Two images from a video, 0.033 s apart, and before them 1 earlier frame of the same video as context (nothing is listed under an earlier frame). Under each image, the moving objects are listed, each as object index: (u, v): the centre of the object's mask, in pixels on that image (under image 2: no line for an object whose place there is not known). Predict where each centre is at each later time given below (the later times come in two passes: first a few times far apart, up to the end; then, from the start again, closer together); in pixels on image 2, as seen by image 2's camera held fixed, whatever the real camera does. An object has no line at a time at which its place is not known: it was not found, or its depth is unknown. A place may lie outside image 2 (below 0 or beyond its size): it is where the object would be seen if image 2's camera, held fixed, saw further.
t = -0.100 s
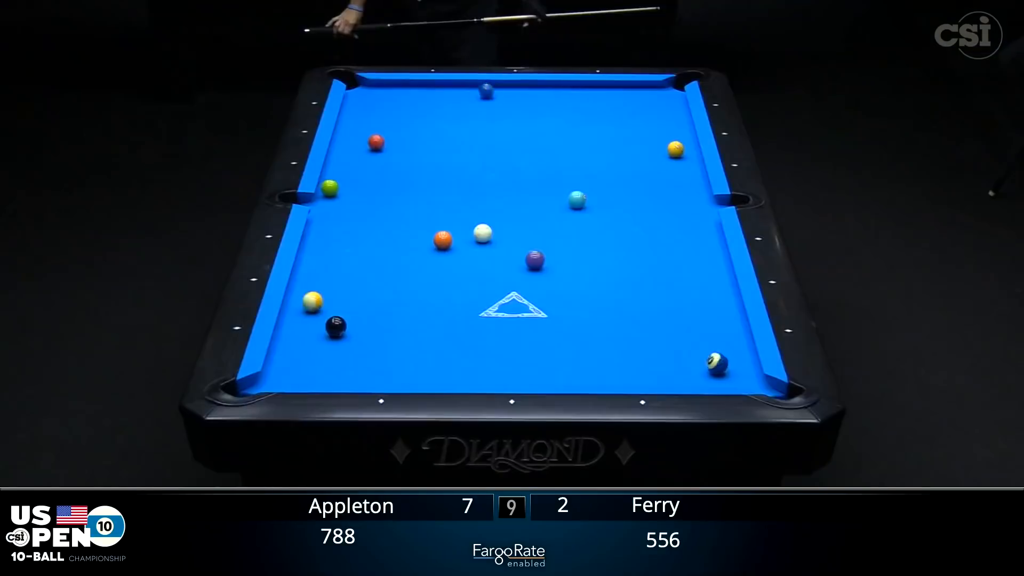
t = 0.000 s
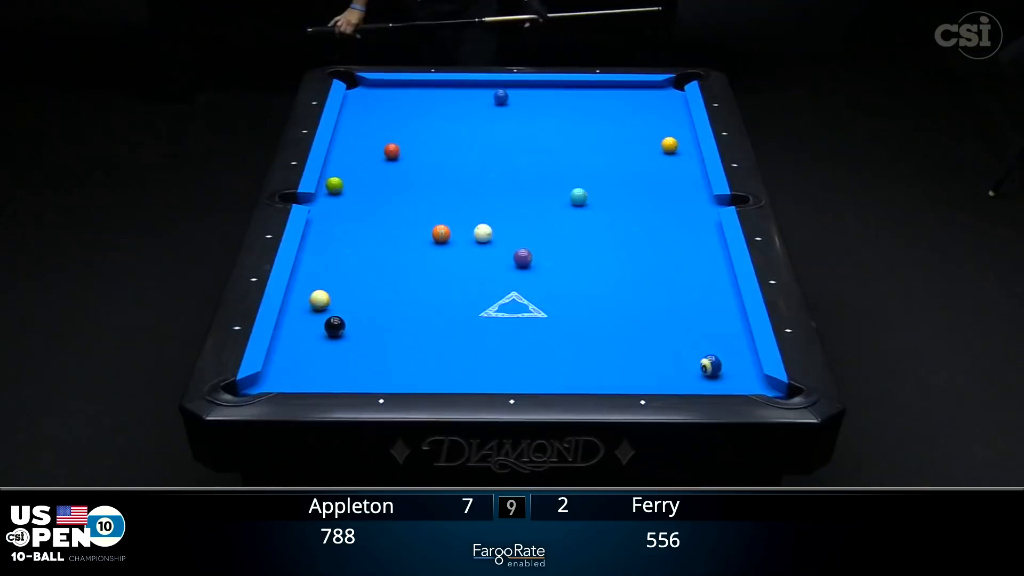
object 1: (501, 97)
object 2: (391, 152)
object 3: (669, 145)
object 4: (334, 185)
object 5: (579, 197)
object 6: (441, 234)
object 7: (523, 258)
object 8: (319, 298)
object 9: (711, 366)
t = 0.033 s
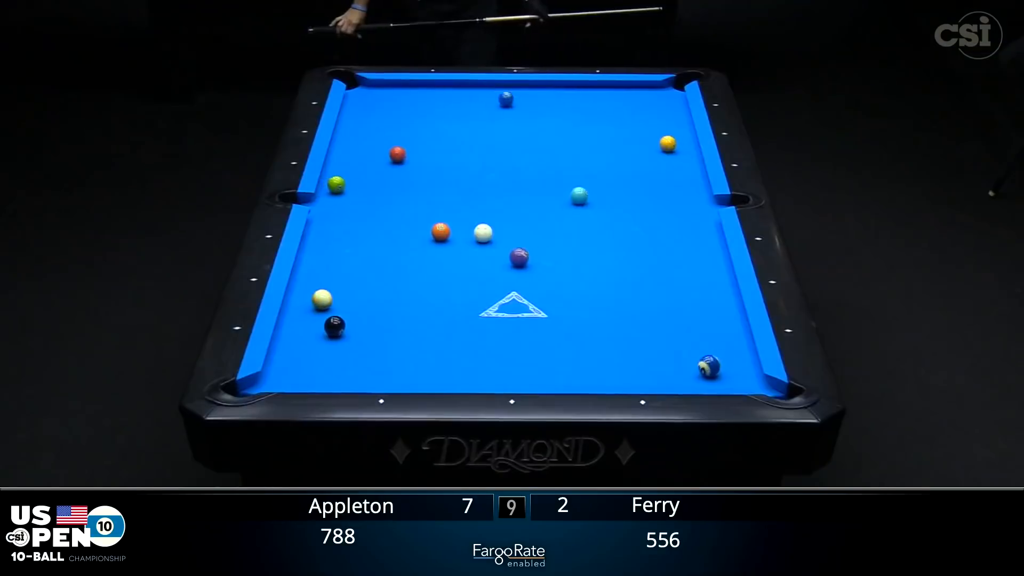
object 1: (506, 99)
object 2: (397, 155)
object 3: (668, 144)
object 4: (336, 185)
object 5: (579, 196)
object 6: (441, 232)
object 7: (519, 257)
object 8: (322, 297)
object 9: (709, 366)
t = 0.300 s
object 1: (545, 116)
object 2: (441, 180)
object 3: (653, 133)
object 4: (348, 178)
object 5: (583, 189)
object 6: (436, 216)
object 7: (488, 251)
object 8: (338, 293)
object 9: (694, 369)
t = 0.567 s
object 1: (586, 132)
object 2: (488, 207)
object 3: (639, 124)
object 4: (358, 172)
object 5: (586, 182)
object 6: (432, 202)
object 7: (459, 246)
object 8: (353, 290)
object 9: (680, 373)
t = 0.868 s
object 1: (632, 151)
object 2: (543, 239)
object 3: (625, 114)
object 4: (369, 166)
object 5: (589, 175)
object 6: (428, 187)
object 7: (429, 241)
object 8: (367, 286)
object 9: (667, 375)
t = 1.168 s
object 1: (681, 171)
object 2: (602, 273)
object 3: (612, 105)
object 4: (378, 161)
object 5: (592, 169)
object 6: (424, 173)
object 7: (402, 237)
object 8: (379, 283)
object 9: (655, 377)
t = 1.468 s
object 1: (687, 188)
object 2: (664, 309)
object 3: (601, 97)
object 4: (387, 157)
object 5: (594, 164)
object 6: (421, 161)
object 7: (376, 233)
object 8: (389, 281)
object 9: (647, 379)
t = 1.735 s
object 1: (668, 202)
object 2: (723, 343)
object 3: (592, 90)
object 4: (393, 153)
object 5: (596, 160)
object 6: (418, 152)
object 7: (356, 229)
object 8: (395, 279)
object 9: (641, 379)
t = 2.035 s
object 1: (646, 218)
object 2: (733, 376)
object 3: (583, 85)
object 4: (399, 149)
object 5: (597, 156)
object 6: (415, 142)
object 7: (336, 226)
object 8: (400, 277)
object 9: (637, 380)
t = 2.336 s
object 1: (624, 233)
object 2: (713, 374)
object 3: (578, 89)
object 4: (404, 147)
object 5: (598, 154)
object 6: (413, 132)
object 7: (317, 222)
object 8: (403, 276)
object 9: (636, 380)
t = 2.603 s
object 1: (605, 247)
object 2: (698, 359)
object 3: (573, 92)
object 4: (407, 145)
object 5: (599, 152)
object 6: (410, 125)
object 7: (323, 220)
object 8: (404, 276)
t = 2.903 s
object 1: (584, 263)
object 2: (682, 344)
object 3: (569, 95)
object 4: (409, 143)
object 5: (600, 151)
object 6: (408, 118)
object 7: (333, 219)
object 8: (403, 276)
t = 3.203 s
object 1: (563, 278)
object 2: (668, 331)
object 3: (565, 97)
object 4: (411, 142)
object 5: (601, 150)
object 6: (406, 111)
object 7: (341, 218)
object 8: (403, 276)
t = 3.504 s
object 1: (543, 292)
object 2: (654, 318)
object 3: (562, 100)
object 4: (411, 142)
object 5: (601, 150)
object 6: (404, 105)
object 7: (347, 217)
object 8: (403, 276)
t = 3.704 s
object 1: (530, 301)
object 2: (646, 311)
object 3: (561, 101)
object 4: (410, 142)
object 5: (601, 150)
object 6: (403, 101)
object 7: (350, 216)
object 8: (403, 276)
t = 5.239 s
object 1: (447, 366)
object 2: (606, 271)
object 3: (558, 102)
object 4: (411, 142)
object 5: (601, 150)
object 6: (395, 84)
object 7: (352, 216)
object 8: (403, 276)
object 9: (637, 380)
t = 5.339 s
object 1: (443, 370)
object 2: (604, 269)
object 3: (558, 102)
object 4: (411, 142)
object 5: (601, 150)
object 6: (394, 84)
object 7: (353, 216)
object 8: (403, 276)
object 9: (637, 380)
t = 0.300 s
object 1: (545, 116)
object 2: (441, 180)
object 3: (653, 133)
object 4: (348, 178)
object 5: (583, 189)
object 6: (436, 216)
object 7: (488, 251)
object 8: (338, 293)
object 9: (694, 369)
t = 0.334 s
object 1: (550, 118)
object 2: (447, 184)
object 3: (651, 132)
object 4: (349, 177)
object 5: (583, 188)
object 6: (436, 214)
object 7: (484, 251)
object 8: (340, 292)
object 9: (692, 370)
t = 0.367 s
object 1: (555, 119)
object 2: (452, 186)
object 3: (649, 131)
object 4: (350, 177)
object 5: (583, 187)
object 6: (435, 212)
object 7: (480, 250)
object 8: (342, 292)
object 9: (690, 370)
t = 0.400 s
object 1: (560, 122)
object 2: (458, 190)
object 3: (648, 129)
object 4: (352, 176)
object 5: (584, 186)
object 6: (435, 210)
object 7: (477, 249)
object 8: (344, 291)
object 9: (688, 371)
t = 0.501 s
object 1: (575, 128)
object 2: (476, 200)
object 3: (642, 126)
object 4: (356, 174)
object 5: (585, 183)
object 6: (433, 205)
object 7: (466, 248)
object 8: (350, 290)
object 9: (683, 372)
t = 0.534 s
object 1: (580, 130)
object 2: (482, 203)
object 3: (641, 125)
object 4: (357, 173)
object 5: (585, 183)
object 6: (433, 203)
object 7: (463, 247)
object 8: (351, 290)
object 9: (681, 372)
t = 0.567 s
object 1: (586, 132)
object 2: (488, 207)
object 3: (639, 124)
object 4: (358, 172)
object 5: (586, 182)
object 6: (432, 202)
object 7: (459, 246)
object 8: (353, 290)
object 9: (680, 373)
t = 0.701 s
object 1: (606, 141)
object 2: (512, 221)
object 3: (633, 119)
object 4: (364, 169)
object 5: (588, 178)
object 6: (430, 195)
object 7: (446, 244)
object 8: (360, 288)
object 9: (673, 374)
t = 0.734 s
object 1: (611, 142)
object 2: (518, 224)
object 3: (631, 118)
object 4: (365, 169)
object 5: (588, 178)
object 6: (430, 193)
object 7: (442, 244)
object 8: (361, 288)
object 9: (672, 375)
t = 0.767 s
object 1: (616, 145)
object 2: (524, 228)
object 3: (630, 117)
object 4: (366, 168)
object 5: (588, 177)
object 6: (429, 192)
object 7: (439, 243)
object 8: (363, 287)
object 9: (671, 374)
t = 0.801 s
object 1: (622, 147)
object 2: (530, 232)
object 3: (628, 116)
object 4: (367, 167)
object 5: (589, 176)
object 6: (429, 190)
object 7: (436, 243)
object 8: (364, 287)
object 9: (669, 375)
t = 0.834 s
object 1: (627, 149)
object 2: (536, 235)
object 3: (627, 115)
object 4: (368, 167)
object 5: (589, 176)
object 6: (429, 188)
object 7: (432, 242)
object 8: (366, 287)
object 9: (668, 375)
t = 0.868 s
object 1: (632, 151)
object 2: (543, 239)
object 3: (625, 114)
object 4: (369, 166)
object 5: (589, 175)
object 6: (428, 187)
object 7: (429, 241)
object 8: (367, 286)
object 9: (667, 375)
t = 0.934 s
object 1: (643, 155)
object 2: (556, 246)
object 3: (622, 112)
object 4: (371, 165)
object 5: (590, 173)
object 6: (427, 184)
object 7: (423, 240)
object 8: (370, 286)
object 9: (664, 376)
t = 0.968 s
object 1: (648, 158)
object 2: (562, 250)
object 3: (621, 111)
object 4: (373, 164)
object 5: (590, 173)
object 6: (427, 182)
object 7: (420, 240)
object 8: (372, 285)
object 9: (662, 376)
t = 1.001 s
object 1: (654, 160)
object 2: (568, 253)
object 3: (619, 110)
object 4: (374, 164)
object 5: (590, 172)
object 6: (426, 181)
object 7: (417, 239)
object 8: (373, 285)
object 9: (661, 376)
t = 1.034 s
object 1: (659, 162)
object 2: (575, 257)
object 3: (618, 109)
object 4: (375, 163)
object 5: (591, 171)
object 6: (426, 179)
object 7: (413, 239)
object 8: (374, 285)
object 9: (660, 376)
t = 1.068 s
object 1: (664, 164)
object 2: (582, 261)
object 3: (617, 108)
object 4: (376, 163)
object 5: (591, 171)
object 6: (426, 178)
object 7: (411, 238)
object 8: (376, 284)
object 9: (659, 377)
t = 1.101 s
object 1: (670, 167)
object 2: (588, 265)
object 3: (615, 107)
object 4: (377, 162)
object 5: (591, 170)
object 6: (425, 176)
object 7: (408, 238)
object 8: (377, 284)
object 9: (658, 377)
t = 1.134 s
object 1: (675, 169)
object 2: (595, 269)
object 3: (614, 106)
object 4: (377, 162)
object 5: (592, 170)
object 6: (425, 175)
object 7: (405, 237)
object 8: (378, 284)
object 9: (656, 377)
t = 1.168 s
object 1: (681, 171)
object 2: (602, 273)
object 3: (612, 105)
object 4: (378, 161)
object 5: (592, 169)
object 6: (424, 173)
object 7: (402, 237)
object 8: (379, 283)
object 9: (655, 377)
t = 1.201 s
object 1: (686, 173)
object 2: (608, 277)
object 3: (611, 104)
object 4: (379, 160)
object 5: (592, 168)
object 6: (424, 172)
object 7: (399, 236)
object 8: (380, 283)
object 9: (654, 377)
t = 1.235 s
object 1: (691, 175)
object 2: (615, 280)
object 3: (610, 103)
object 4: (380, 160)
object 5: (593, 168)
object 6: (424, 171)
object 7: (396, 236)
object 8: (381, 283)
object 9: (653, 378)
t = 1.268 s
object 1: (696, 177)
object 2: (622, 284)
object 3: (609, 102)
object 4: (381, 159)
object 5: (593, 167)
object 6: (423, 169)
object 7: (393, 235)
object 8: (383, 283)
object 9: (652, 378)
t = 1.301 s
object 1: (700, 180)
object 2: (628, 288)
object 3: (607, 101)
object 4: (382, 159)
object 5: (593, 167)
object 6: (422, 168)
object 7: (390, 235)
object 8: (383, 283)
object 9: (651, 378)
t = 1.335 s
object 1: (697, 181)
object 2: (635, 292)
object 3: (606, 100)
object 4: (383, 158)
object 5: (593, 166)
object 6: (422, 166)
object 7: (387, 234)
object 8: (385, 282)
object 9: (650, 378)
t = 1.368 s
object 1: (694, 183)
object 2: (643, 296)
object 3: (605, 99)
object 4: (384, 158)
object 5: (594, 165)
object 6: (422, 165)
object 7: (384, 234)
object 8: (386, 282)
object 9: (650, 378)
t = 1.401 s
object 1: (692, 185)
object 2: (649, 301)
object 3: (603, 98)
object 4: (385, 157)
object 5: (594, 165)
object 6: (421, 164)
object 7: (382, 234)
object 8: (387, 282)
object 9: (649, 378)
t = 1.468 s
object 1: (687, 188)
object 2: (664, 309)
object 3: (601, 97)
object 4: (387, 157)
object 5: (594, 164)
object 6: (421, 161)
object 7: (376, 233)
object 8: (389, 281)
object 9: (647, 379)
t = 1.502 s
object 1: (684, 190)
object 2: (671, 313)
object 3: (600, 96)
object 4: (388, 156)
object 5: (595, 163)
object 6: (420, 160)
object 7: (374, 232)
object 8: (389, 281)
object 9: (646, 379)
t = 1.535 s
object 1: (682, 191)
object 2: (678, 317)
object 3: (599, 95)
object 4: (388, 155)
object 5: (595, 163)
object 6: (420, 159)
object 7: (371, 232)
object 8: (390, 281)
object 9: (645, 379)
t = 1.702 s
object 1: (670, 200)
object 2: (715, 338)
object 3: (593, 91)
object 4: (392, 153)
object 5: (596, 160)
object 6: (418, 153)
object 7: (359, 230)
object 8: (395, 279)
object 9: (642, 379)
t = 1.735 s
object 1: (668, 202)
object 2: (723, 343)
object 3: (592, 90)
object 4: (393, 153)
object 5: (596, 160)
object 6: (418, 152)
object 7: (356, 229)
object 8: (395, 279)
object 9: (641, 379)
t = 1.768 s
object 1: (665, 204)
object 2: (730, 347)
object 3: (591, 89)
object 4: (394, 153)
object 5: (596, 160)
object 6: (418, 150)
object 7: (354, 229)
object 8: (396, 279)
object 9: (641, 379)
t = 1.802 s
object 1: (663, 206)
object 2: (738, 352)
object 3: (590, 88)
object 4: (394, 152)
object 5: (596, 159)
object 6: (417, 149)
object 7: (352, 228)
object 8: (396, 279)
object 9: (640, 379)
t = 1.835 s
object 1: (660, 207)
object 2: (745, 356)
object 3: (589, 88)
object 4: (395, 152)
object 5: (597, 159)
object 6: (417, 148)
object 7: (349, 228)
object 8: (397, 278)
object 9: (640, 379)
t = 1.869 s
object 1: (658, 209)
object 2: (746, 360)
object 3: (588, 87)
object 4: (396, 151)
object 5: (597, 158)
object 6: (417, 147)
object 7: (347, 228)
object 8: (398, 278)
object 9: (639, 379)
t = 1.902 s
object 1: (655, 211)
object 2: (743, 363)
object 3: (587, 86)
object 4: (396, 151)
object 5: (597, 158)
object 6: (417, 146)
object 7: (345, 227)
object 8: (399, 278)
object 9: (639, 379)
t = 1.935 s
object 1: (653, 213)
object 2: (740, 366)
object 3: (586, 85)
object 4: (397, 150)
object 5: (597, 158)
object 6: (416, 145)
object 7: (342, 227)
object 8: (399, 278)
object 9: (638, 379)
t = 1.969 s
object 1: (651, 214)
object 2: (738, 369)
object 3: (585, 84)
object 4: (398, 150)
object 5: (597, 157)
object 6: (416, 144)
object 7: (340, 226)
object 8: (399, 278)
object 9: (638, 380)
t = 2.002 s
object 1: (648, 216)
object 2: (736, 373)
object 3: (584, 85)
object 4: (398, 150)
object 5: (597, 157)
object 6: (416, 142)
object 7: (338, 226)
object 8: (400, 277)
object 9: (638, 380)
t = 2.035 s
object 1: (646, 218)
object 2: (733, 376)
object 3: (583, 85)
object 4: (399, 149)
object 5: (597, 156)
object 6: (415, 142)
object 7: (336, 226)
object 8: (400, 277)
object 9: (637, 380)
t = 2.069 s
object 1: (643, 220)
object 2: (731, 377)
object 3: (583, 86)
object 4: (400, 149)
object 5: (598, 156)
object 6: (415, 140)
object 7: (333, 225)
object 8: (401, 277)
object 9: (637, 380)
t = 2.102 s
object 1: (641, 221)
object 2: (729, 379)
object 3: (582, 86)
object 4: (400, 149)
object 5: (598, 156)
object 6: (415, 139)
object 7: (331, 225)
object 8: (401, 277)
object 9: (637, 380)
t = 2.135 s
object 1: (639, 223)
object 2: (726, 381)
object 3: (581, 86)
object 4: (401, 149)
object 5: (598, 155)
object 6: (415, 138)
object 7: (329, 225)
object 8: (402, 277)
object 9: (636, 380)
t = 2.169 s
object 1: (636, 225)
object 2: (724, 380)
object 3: (581, 87)
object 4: (401, 148)
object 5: (598, 155)
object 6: (414, 137)
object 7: (327, 224)
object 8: (402, 277)
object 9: (636, 380)
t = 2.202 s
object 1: (634, 227)
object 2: (722, 379)
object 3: (580, 87)
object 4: (402, 148)
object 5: (598, 155)
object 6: (414, 136)
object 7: (325, 224)
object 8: (402, 277)
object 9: (636, 380)
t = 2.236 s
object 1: (632, 228)
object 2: (720, 378)
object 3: (579, 88)
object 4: (403, 148)
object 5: (598, 154)
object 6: (414, 135)
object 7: (323, 223)
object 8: (402, 277)
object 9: (636, 380)
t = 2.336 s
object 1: (624, 233)
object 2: (713, 374)
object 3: (578, 89)
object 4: (404, 147)
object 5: (598, 154)
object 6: (413, 132)
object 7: (317, 222)
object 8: (403, 276)
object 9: (636, 380)
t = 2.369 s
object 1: (622, 235)
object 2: (711, 372)
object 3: (577, 89)
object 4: (404, 146)
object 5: (599, 153)
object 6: (412, 131)
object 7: (316, 222)
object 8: (403, 276)
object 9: (636, 380)
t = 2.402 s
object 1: (619, 237)
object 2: (709, 371)
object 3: (576, 90)
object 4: (405, 146)
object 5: (599, 153)
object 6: (412, 130)
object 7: (316, 222)
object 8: (403, 276)
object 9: (636, 380)
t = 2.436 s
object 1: (617, 239)
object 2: (707, 369)
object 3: (576, 90)
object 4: (405, 146)
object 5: (599, 153)
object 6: (412, 130)
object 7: (317, 221)
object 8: (404, 276)
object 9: (636, 380)
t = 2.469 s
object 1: (615, 240)
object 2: (705, 367)
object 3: (575, 90)
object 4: (406, 146)
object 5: (599, 153)
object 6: (412, 128)
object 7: (318, 221)
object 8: (404, 276)
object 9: (636, 380)
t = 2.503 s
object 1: (612, 242)
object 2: (704, 365)
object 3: (575, 91)
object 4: (406, 146)
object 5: (599, 152)
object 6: (411, 128)
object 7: (320, 221)
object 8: (404, 276)
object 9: (637, 380)
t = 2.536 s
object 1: (610, 244)
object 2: (701, 363)
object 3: (574, 91)
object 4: (406, 145)
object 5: (599, 152)
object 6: (411, 127)
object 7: (321, 221)
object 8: (404, 276)
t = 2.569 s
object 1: (608, 245)
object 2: (700, 361)
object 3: (574, 92)
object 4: (407, 145)
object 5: (599, 152)
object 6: (411, 126)
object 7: (322, 221)
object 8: (404, 276)
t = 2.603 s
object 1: (605, 247)
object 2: (698, 359)
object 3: (573, 92)
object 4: (407, 145)
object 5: (599, 152)
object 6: (410, 125)
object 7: (323, 220)
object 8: (404, 276)
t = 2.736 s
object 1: (596, 254)
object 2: (690, 352)
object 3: (571, 93)
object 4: (409, 144)
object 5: (600, 151)
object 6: (409, 121)
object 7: (328, 220)
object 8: (403, 276)
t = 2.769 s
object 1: (593, 256)
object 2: (689, 350)
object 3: (571, 94)
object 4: (409, 144)
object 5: (600, 151)
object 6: (409, 121)
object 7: (329, 219)
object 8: (403, 276)
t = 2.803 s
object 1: (591, 258)
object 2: (687, 349)
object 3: (570, 94)
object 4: (409, 144)
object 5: (600, 151)
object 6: (409, 120)
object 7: (330, 219)
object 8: (403, 276)
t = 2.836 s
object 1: (589, 259)
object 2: (685, 347)
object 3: (570, 94)
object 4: (409, 143)
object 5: (600, 151)
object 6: (409, 119)
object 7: (331, 219)
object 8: (403, 276)
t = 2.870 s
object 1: (587, 261)
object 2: (684, 345)
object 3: (569, 95)
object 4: (409, 143)
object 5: (600, 151)
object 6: (408, 118)
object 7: (332, 219)
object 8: (403, 276)
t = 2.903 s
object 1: (584, 263)
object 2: (682, 344)
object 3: (569, 95)
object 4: (409, 143)
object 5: (600, 151)
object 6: (408, 118)
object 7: (333, 219)
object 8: (403, 276)
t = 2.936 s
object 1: (582, 264)
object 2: (680, 342)
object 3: (568, 95)
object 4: (410, 143)
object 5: (600, 150)
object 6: (408, 117)
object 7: (334, 219)
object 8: (403, 276)
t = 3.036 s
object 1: (575, 269)
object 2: (675, 338)
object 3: (567, 96)
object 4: (410, 143)
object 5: (601, 150)
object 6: (407, 114)
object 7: (337, 218)
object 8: (403, 276)
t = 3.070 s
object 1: (573, 271)
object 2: (674, 336)
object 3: (567, 96)
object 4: (410, 142)
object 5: (601, 150)
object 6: (407, 114)
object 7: (338, 218)
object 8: (403, 276)
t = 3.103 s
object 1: (570, 272)
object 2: (672, 335)
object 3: (566, 97)
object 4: (411, 142)
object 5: (601, 150)
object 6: (407, 113)
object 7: (339, 218)
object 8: (403, 276)
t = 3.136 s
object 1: (568, 274)
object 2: (670, 333)
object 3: (566, 97)
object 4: (411, 142)
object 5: (601, 150)
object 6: (407, 112)
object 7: (339, 218)
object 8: (403, 276)
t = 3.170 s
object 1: (566, 276)
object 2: (669, 332)
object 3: (565, 97)
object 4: (411, 142)
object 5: (601, 150)
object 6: (406, 112)
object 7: (340, 218)
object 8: (403, 276)
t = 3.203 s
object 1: (563, 278)
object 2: (668, 331)
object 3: (565, 97)
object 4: (411, 142)
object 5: (601, 150)
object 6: (406, 111)
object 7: (341, 218)
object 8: (403, 276)
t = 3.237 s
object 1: (561, 279)
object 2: (666, 329)
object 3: (565, 98)
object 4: (411, 142)
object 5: (601, 150)
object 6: (406, 110)
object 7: (342, 218)
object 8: (403, 276)
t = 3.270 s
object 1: (559, 281)
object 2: (664, 328)
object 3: (564, 98)
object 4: (411, 142)
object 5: (601, 150)
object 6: (406, 110)
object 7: (343, 217)
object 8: (403, 276)
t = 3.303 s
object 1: (557, 282)
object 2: (663, 326)
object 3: (564, 98)
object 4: (411, 142)
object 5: (601, 150)
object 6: (405, 109)
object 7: (343, 217)
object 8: (403, 276)
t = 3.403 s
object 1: (550, 287)
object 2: (659, 322)
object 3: (563, 99)
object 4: (411, 142)
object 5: (601, 150)
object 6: (405, 107)
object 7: (345, 217)
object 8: (403, 276)
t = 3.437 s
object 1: (548, 289)
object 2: (657, 321)
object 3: (563, 99)
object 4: (411, 142)
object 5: (601, 150)
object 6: (405, 106)
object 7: (346, 217)
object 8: (403, 276)
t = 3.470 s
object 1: (545, 290)
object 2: (656, 320)
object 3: (563, 99)
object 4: (411, 142)
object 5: (601, 150)
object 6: (404, 105)
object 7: (346, 217)
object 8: (403, 276)
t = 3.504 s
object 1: (543, 292)
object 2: (654, 318)
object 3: (562, 100)
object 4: (411, 142)
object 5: (601, 150)
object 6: (404, 105)
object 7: (347, 217)
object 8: (403, 276)
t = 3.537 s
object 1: (541, 294)
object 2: (653, 317)
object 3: (562, 100)
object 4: (411, 142)
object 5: (601, 150)
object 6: (404, 104)
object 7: (347, 217)
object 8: (403, 276)
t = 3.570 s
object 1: (539, 295)
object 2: (652, 316)
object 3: (562, 100)
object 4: (411, 142)
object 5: (601, 150)
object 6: (404, 103)
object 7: (348, 217)
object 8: (403, 276)
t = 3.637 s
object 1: (535, 298)
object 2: (649, 313)
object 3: (561, 100)
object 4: (410, 142)
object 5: (601, 150)
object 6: (403, 102)
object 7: (349, 216)
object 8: (403, 276)
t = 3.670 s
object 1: (532, 300)
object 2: (648, 312)
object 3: (561, 101)
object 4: (410, 142)
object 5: (601, 150)
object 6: (403, 102)
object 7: (349, 216)
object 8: (403, 276)
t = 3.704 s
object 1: (530, 301)
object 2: (646, 311)
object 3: (561, 101)
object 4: (410, 142)
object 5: (601, 150)
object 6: (403, 101)
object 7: (350, 216)
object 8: (403, 276)
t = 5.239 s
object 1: (447, 366)
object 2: (606, 271)
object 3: (558, 102)
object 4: (411, 142)
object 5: (601, 150)
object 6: (395, 84)
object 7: (352, 216)
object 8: (403, 276)
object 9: (637, 380)
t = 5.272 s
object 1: (445, 367)
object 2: (605, 270)
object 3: (558, 102)
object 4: (411, 142)
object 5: (601, 150)
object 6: (395, 84)
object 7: (353, 216)
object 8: (403, 276)
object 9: (637, 380)
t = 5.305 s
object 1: (444, 369)
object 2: (605, 270)
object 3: (558, 102)
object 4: (411, 142)
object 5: (601, 150)
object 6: (394, 84)
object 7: (353, 216)
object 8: (403, 276)
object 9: (637, 380)
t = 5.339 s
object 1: (443, 370)
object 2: (604, 269)
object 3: (558, 102)
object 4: (411, 142)
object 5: (601, 150)
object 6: (394, 84)
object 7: (353, 216)
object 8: (403, 276)
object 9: (637, 380)
